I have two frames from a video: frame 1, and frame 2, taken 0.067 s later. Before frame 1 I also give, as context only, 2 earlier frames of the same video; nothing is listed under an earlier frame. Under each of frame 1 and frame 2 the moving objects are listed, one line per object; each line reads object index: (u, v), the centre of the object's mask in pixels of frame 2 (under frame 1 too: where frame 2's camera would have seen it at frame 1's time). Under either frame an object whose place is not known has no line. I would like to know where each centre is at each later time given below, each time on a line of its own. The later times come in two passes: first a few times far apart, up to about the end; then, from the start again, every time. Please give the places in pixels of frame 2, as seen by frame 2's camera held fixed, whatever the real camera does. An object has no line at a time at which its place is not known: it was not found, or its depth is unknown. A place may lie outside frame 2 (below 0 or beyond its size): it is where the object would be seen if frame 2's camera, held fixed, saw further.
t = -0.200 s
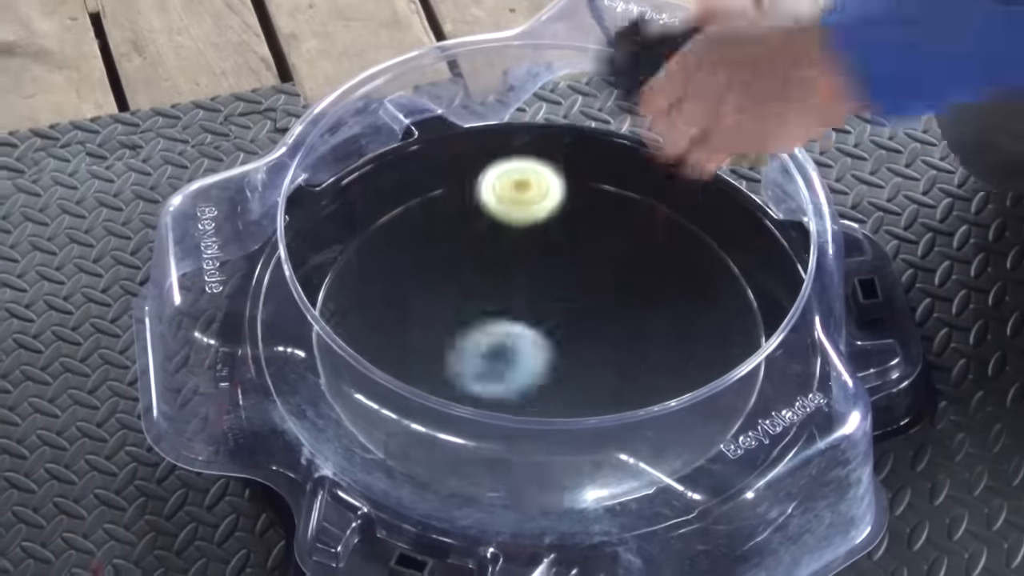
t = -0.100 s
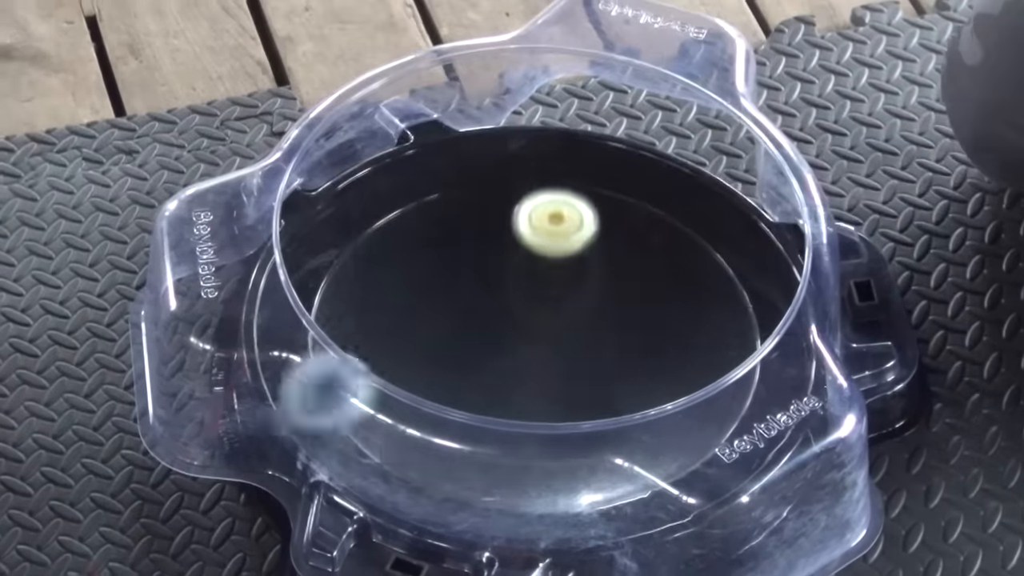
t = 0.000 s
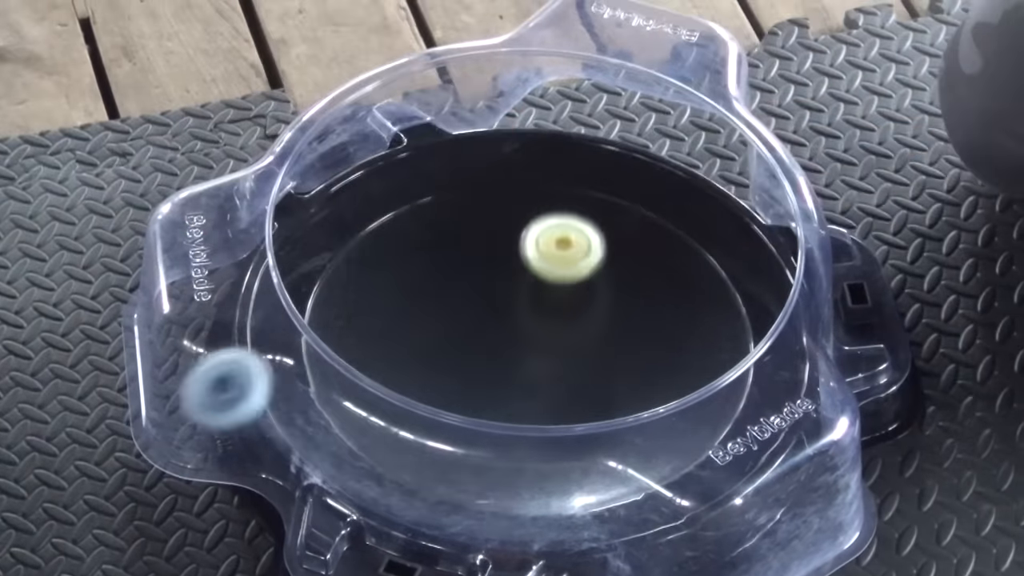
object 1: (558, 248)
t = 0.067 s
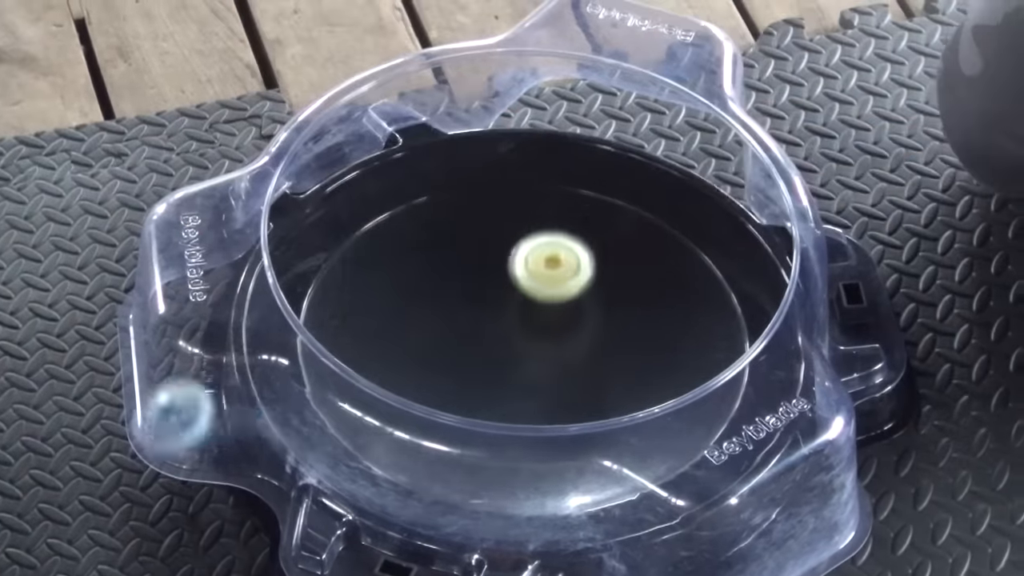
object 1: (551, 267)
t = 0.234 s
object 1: (516, 295)
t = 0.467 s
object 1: (513, 334)
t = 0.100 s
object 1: (545, 274)
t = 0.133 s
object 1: (537, 281)
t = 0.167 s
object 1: (530, 286)
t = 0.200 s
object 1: (523, 291)
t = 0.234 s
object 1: (516, 295)
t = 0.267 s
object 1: (511, 300)
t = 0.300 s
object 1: (507, 306)
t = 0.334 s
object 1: (505, 312)
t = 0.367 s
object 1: (505, 318)
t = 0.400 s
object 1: (507, 324)
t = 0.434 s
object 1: (510, 329)
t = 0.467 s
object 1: (513, 334)
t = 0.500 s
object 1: (518, 338)
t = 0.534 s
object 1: (523, 342)
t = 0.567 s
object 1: (528, 346)
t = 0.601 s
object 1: (534, 349)
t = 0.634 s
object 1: (540, 352)
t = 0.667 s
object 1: (546, 353)
